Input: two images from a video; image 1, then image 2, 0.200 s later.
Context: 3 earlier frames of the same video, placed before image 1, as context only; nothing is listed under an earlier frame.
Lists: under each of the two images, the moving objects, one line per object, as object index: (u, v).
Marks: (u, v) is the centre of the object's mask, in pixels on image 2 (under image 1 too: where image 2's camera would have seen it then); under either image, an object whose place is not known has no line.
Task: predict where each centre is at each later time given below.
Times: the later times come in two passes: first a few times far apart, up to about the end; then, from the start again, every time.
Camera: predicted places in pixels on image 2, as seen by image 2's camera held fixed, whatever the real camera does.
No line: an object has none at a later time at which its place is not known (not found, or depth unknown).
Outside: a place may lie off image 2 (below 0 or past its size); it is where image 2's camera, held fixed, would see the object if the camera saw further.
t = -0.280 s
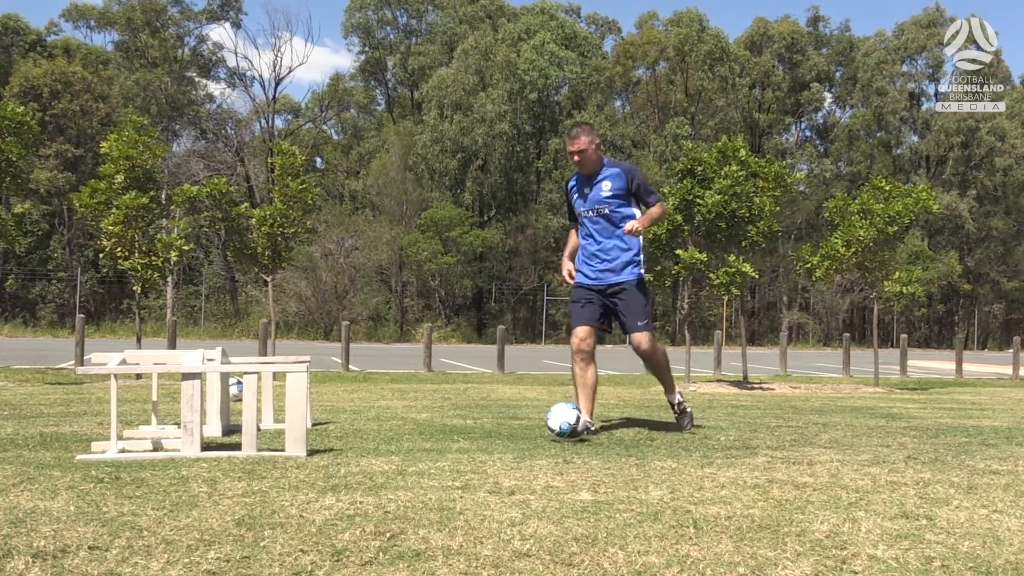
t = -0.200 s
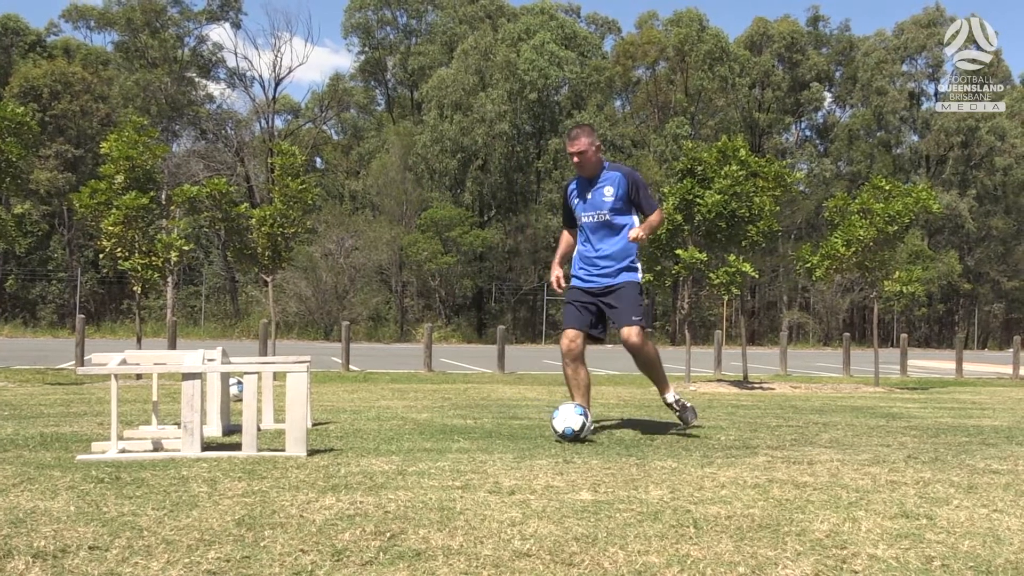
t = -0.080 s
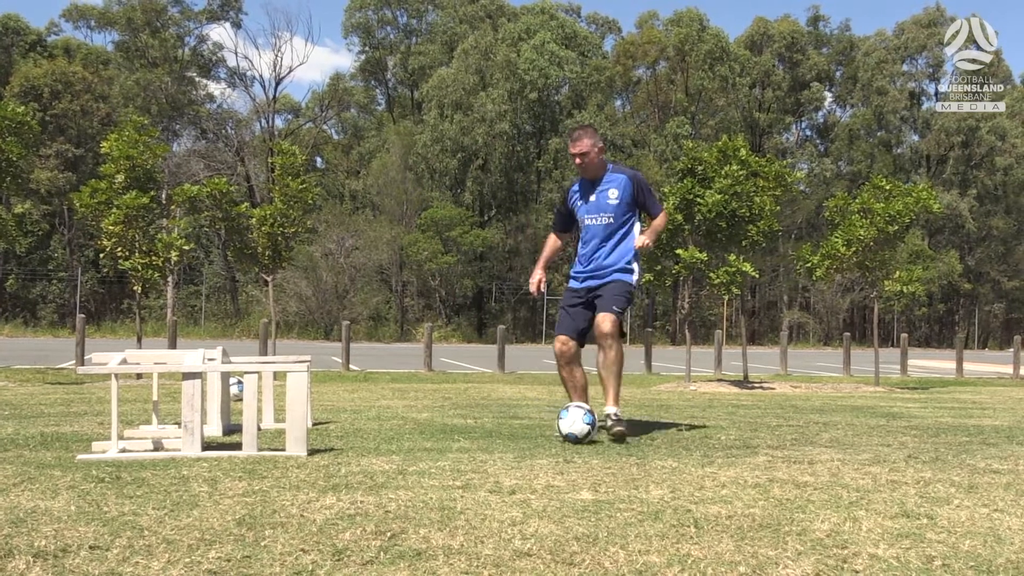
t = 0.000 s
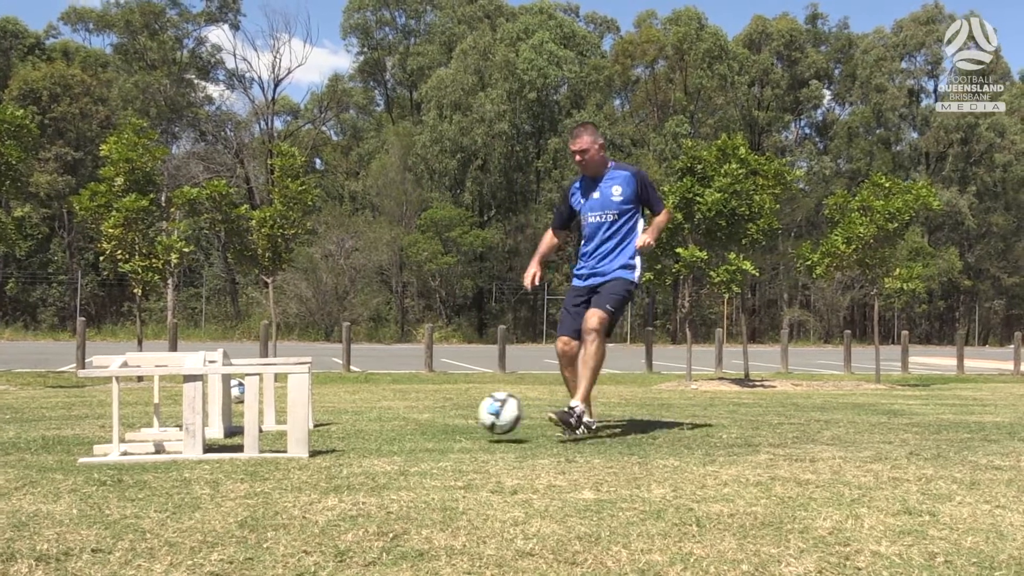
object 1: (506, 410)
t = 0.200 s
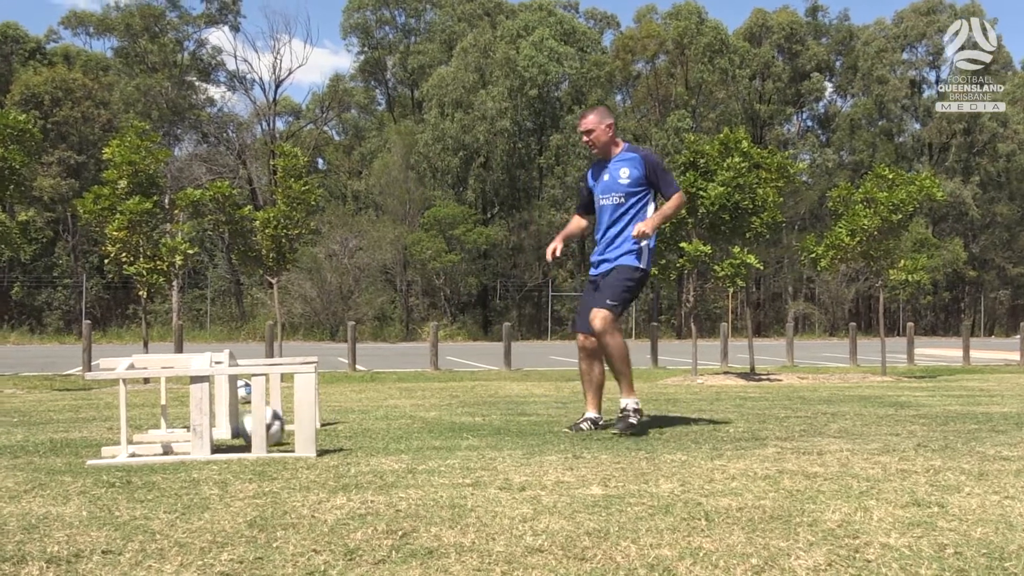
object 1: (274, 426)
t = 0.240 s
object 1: (229, 425)
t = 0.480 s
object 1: (286, 421)
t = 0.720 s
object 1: (358, 419)
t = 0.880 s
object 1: (390, 420)
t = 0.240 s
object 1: (229, 425)
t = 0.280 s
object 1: (230, 419)
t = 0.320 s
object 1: (233, 417)
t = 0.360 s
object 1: (238, 418)
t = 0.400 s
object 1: (273, 416)
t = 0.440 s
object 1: (280, 420)
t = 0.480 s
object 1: (286, 421)
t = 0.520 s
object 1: (322, 421)
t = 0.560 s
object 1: (328, 419)
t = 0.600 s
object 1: (333, 420)
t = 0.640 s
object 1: (341, 419)
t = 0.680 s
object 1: (350, 420)
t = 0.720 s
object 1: (358, 419)
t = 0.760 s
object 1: (366, 419)
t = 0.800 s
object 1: (374, 419)
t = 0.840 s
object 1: (382, 420)
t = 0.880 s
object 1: (390, 420)
